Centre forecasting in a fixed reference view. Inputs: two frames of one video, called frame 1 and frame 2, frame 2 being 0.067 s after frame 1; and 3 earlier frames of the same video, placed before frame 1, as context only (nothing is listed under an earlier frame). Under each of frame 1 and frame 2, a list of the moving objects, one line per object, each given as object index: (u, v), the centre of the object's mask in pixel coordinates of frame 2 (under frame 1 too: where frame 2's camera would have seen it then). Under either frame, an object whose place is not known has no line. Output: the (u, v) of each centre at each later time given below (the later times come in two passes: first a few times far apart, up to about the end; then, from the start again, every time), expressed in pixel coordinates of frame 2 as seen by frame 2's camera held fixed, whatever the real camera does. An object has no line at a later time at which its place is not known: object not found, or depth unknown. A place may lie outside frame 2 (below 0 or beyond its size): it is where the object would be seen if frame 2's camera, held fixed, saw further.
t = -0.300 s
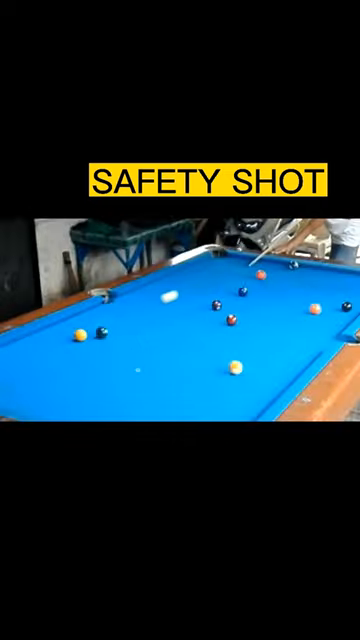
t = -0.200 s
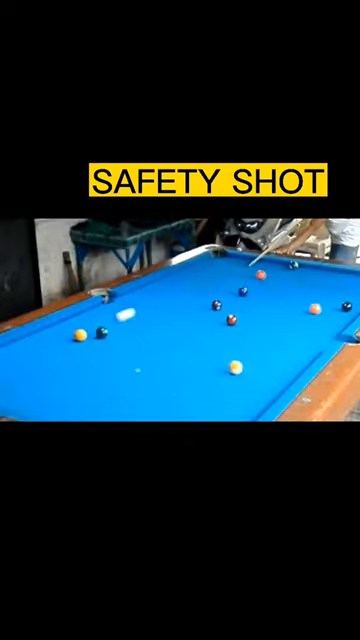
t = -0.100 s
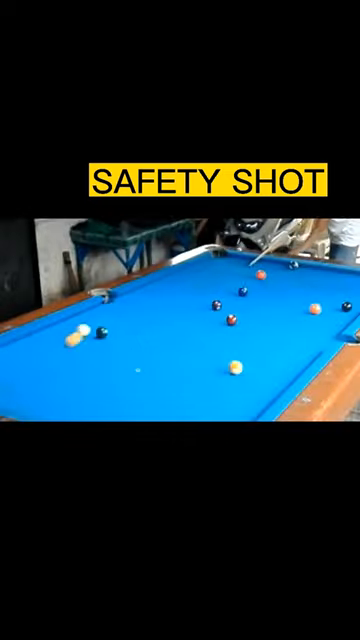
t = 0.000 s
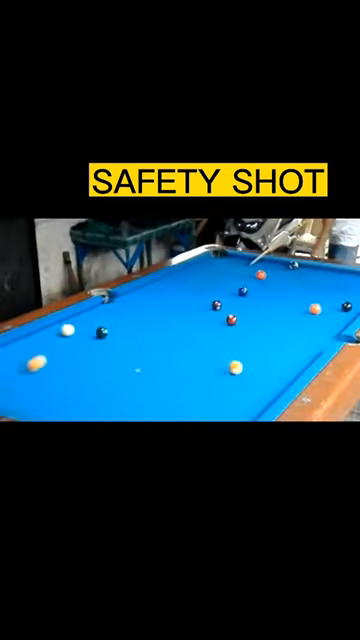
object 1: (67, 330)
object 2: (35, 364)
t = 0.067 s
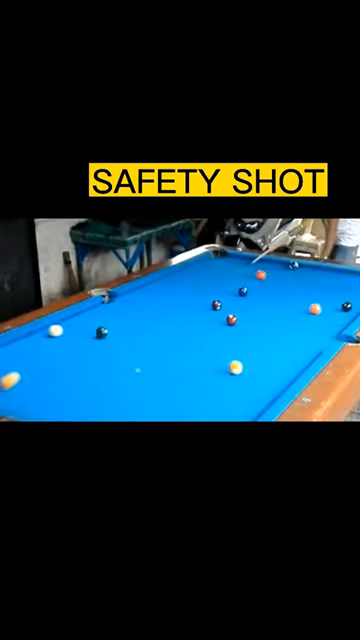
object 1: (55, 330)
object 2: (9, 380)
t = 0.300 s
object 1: (33, 338)
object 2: (23, 380)
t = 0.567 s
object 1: (28, 349)
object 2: (76, 356)
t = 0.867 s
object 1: (21, 362)
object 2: (125, 335)
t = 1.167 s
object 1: (15, 374)
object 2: (164, 318)
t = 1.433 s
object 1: (9, 386)
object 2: (194, 306)
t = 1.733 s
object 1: (5, 399)
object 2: (223, 294)
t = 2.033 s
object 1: (8, 402)
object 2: (247, 283)
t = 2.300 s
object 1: (18, 401)
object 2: (267, 277)
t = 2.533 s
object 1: (24, 400)
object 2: (285, 276)
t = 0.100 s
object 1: (48, 331)
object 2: (3, 387)
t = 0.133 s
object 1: (42, 331)
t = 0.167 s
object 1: (36, 332)
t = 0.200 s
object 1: (35, 334)
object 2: (4, 390)
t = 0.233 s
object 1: (35, 335)
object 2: (8, 387)
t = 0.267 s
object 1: (34, 336)
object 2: (16, 383)
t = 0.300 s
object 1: (33, 338)
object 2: (23, 380)
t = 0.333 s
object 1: (33, 339)
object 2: (30, 377)
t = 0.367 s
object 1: (32, 341)
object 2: (37, 373)
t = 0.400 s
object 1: (31, 342)
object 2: (44, 370)
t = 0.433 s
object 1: (31, 343)
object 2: (51, 367)
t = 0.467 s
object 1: (30, 345)
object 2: (58, 365)
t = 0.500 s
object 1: (29, 346)
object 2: (64, 362)
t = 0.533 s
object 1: (29, 347)
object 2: (70, 359)
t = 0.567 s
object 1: (28, 349)
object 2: (76, 356)
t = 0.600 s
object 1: (27, 350)
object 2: (82, 354)
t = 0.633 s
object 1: (26, 352)
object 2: (88, 351)
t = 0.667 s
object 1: (26, 353)
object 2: (94, 349)
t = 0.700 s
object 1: (25, 354)
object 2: (99, 346)
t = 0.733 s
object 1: (24, 356)
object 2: (105, 344)
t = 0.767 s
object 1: (23, 357)
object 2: (110, 342)
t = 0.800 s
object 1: (23, 359)
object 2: (115, 340)
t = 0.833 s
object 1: (22, 360)
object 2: (120, 337)
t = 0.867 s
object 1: (21, 362)
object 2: (125, 335)
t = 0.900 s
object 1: (21, 363)
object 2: (130, 333)
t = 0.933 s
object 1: (20, 364)
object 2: (135, 331)
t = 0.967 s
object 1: (19, 366)
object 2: (139, 329)
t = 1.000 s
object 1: (19, 367)
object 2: (144, 327)
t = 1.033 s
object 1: (18, 369)
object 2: (148, 326)
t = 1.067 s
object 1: (17, 370)
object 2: (152, 324)
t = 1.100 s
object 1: (16, 371)
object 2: (156, 322)
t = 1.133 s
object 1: (16, 373)
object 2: (161, 320)
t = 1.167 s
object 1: (15, 374)
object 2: (164, 318)
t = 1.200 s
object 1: (14, 376)
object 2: (169, 316)
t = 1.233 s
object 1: (14, 377)
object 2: (172, 315)
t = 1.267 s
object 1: (13, 378)
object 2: (176, 313)
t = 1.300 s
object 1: (12, 380)
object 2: (180, 312)
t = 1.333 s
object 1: (11, 381)
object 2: (184, 310)
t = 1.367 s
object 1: (11, 383)
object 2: (187, 309)
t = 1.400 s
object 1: (10, 384)
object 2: (191, 307)
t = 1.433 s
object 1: (9, 386)
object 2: (194, 306)
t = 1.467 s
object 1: (9, 387)
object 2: (197, 304)
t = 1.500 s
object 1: (8, 388)
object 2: (201, 303)
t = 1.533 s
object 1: (7, 390)
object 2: (204, 301)
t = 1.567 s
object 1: (7, 391)
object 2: (207, 300)
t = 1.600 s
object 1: (6, 393)
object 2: (210, 298)
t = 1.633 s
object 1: (6, 394)
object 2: (214, 297)
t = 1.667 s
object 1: (5, 396)
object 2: (217, 296)
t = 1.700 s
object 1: (5, 397)
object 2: (220, 295)
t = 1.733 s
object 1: (5, 399)
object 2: (223, 294)
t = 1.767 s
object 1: (4, 400)
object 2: (226, 292)
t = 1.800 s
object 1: (4, 401)
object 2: (229, 291)
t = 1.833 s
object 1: (4, 402)
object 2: (231, 290)
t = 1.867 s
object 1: (4, 402)
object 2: (234, 288)
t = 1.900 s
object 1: (4, 402)
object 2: (236, 287)
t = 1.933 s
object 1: (5, 402)
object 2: (239, 285)
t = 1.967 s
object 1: (6, 402)
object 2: (242, 284)
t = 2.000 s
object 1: (7, 402)
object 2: (245, 283)
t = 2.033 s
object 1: (8, 402)
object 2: (247, 283)
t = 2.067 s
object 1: (9, 402)
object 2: (250, 282)
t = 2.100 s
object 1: (10, 402)
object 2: (252, 281)
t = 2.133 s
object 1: (12, 402)
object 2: (255, 280)
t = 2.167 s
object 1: (13, 401)
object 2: (257, 279)
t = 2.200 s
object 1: (14, 401)
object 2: (260, 278)
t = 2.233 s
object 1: (15, 401)
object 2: (262, 277)
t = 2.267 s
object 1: (17, 401)
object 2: (265, 277)
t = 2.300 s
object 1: (18, 401)
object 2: (267, 277)
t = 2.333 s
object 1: (19, 401)
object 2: (270, 277)
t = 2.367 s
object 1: (20, 401)
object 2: (273, 276)
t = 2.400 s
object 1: (21, 400)
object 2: (275, 276)
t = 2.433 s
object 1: (22, 400)
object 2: (278, 276)
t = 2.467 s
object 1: (23, 400)
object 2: (281, 276)
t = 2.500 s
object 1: (24, 400)
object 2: (283, 276)
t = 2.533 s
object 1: (24, 400)
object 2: (285, 276)
